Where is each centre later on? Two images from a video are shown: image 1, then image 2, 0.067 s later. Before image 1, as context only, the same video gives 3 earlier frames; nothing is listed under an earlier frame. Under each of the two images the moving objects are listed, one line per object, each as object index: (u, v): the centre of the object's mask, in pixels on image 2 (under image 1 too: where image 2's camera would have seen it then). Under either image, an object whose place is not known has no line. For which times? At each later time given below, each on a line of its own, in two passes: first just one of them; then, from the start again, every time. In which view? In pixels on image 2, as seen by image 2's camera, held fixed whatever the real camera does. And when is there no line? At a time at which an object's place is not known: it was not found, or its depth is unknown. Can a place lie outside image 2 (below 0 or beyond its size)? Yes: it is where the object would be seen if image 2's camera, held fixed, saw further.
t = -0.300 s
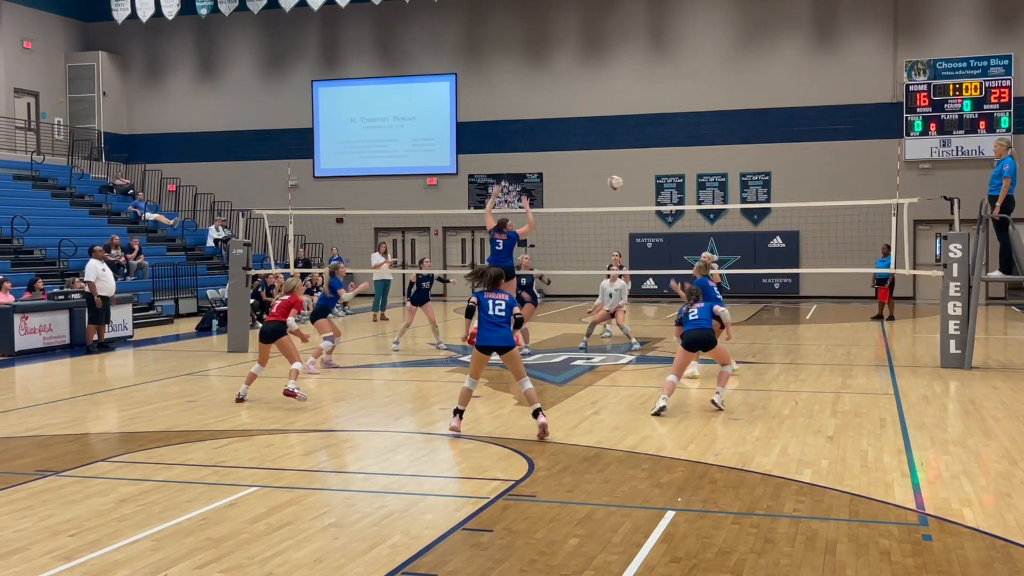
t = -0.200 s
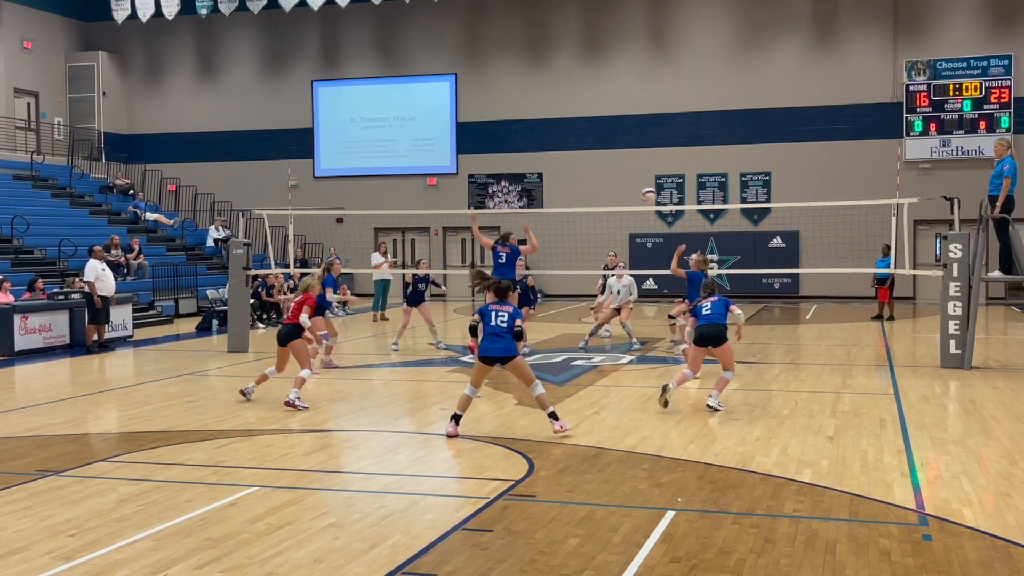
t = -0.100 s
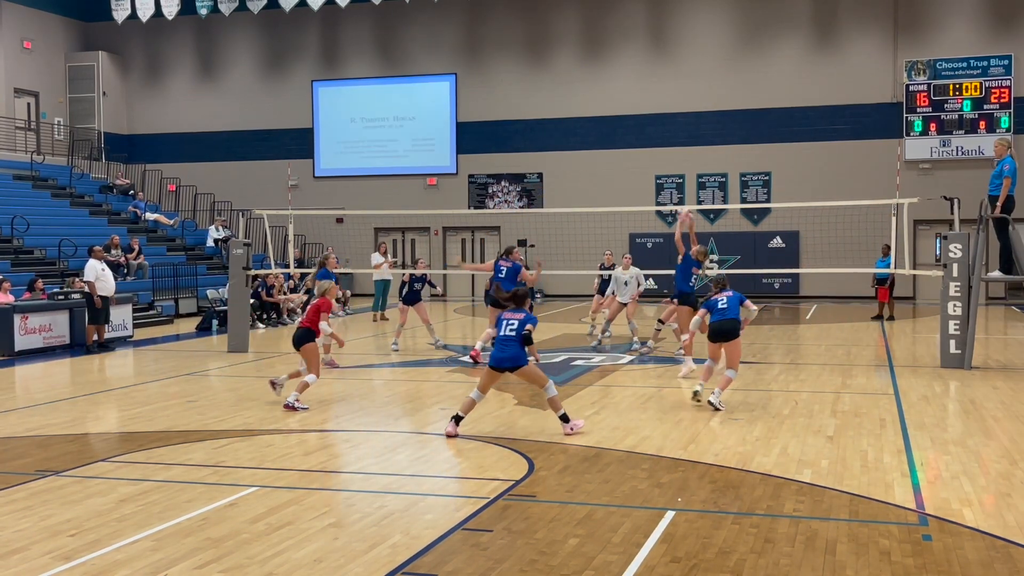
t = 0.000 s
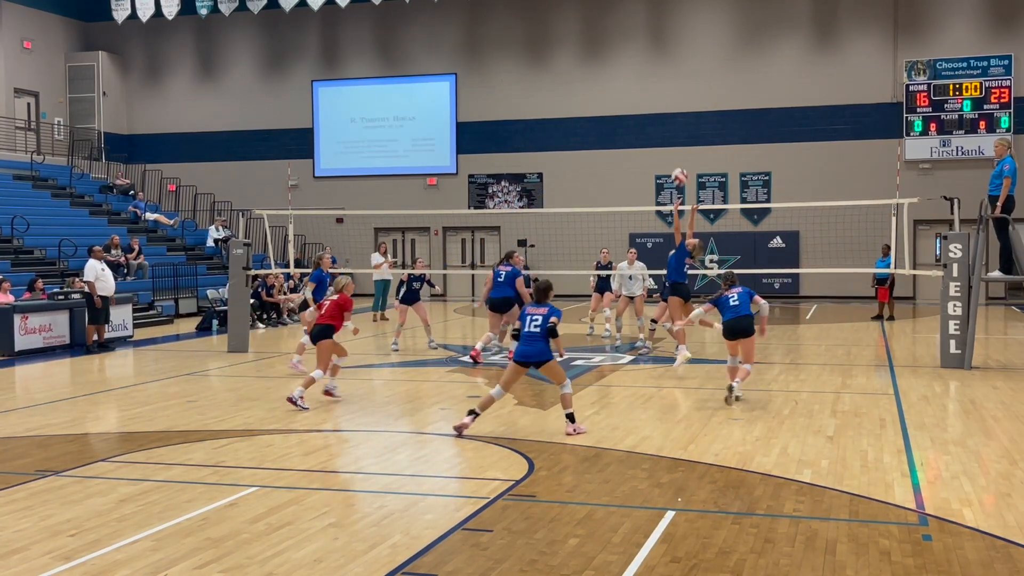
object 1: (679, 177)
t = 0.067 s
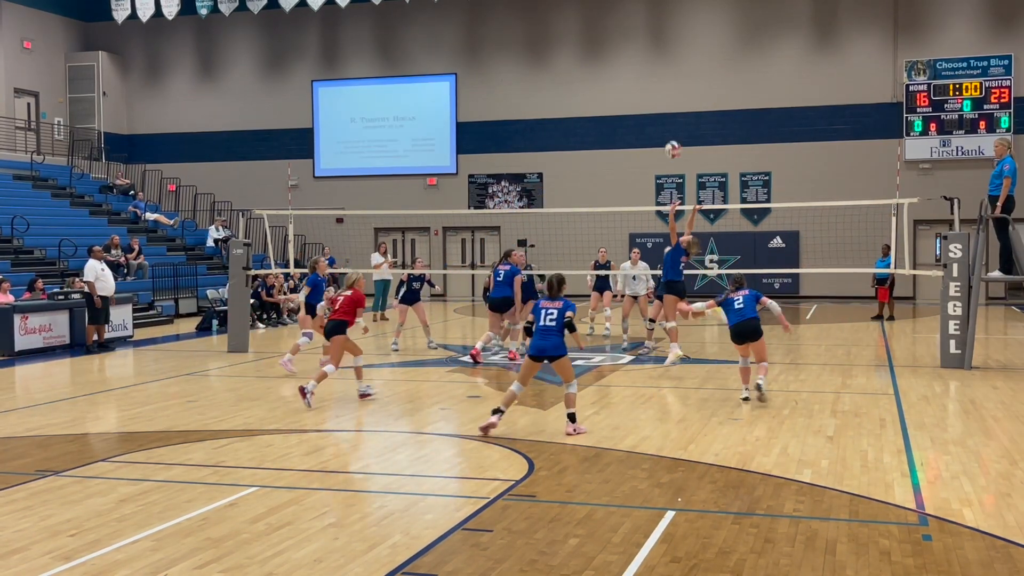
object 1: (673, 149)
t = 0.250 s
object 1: (654, 92)
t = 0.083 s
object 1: (671, 143)
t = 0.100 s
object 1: (670, 137)
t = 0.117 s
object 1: (668, 132)
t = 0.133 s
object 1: (666, 126)
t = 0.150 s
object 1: (665, 120)
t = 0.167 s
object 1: (663, 116)
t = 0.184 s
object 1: (661, 110)
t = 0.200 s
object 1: (659, 106)
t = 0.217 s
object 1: (657, 101)
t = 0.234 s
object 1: (656, 96)
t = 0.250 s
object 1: (654, 92)
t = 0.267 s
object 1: (652, 88)
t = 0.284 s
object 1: (651, 85)
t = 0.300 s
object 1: (649, 81)
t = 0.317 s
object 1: (647, 78)
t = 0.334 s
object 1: (645, 75)
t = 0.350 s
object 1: (644, 72)
